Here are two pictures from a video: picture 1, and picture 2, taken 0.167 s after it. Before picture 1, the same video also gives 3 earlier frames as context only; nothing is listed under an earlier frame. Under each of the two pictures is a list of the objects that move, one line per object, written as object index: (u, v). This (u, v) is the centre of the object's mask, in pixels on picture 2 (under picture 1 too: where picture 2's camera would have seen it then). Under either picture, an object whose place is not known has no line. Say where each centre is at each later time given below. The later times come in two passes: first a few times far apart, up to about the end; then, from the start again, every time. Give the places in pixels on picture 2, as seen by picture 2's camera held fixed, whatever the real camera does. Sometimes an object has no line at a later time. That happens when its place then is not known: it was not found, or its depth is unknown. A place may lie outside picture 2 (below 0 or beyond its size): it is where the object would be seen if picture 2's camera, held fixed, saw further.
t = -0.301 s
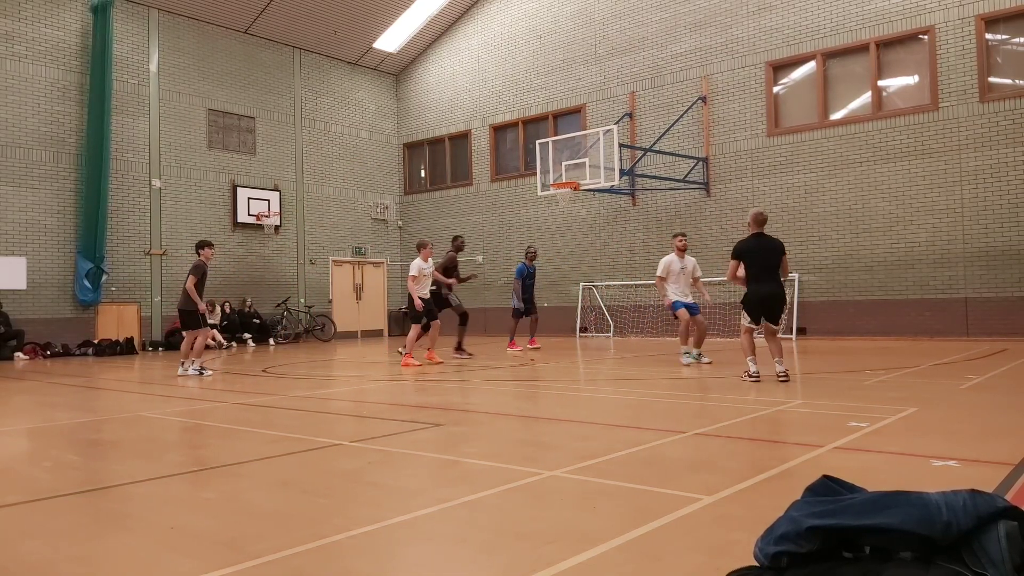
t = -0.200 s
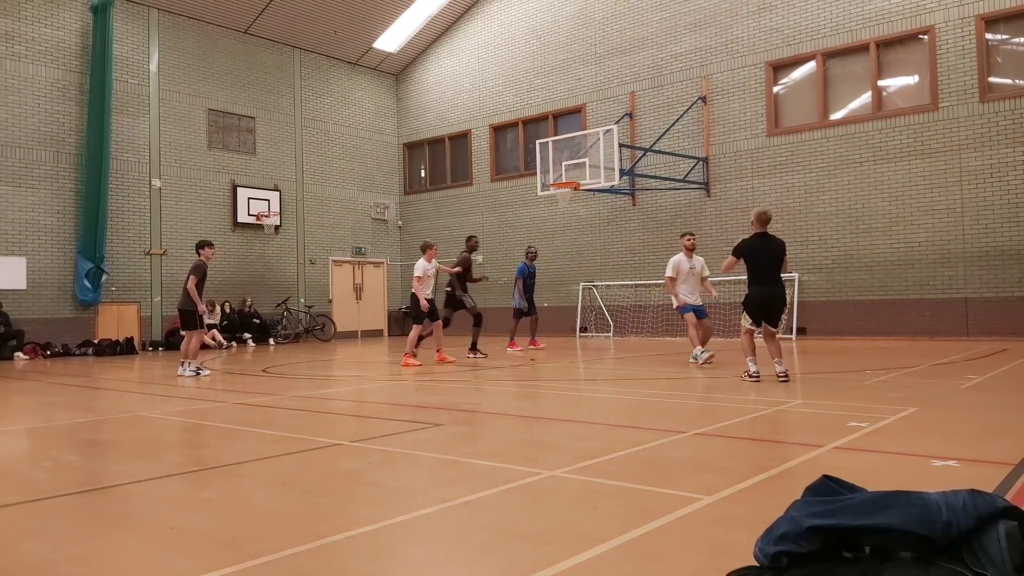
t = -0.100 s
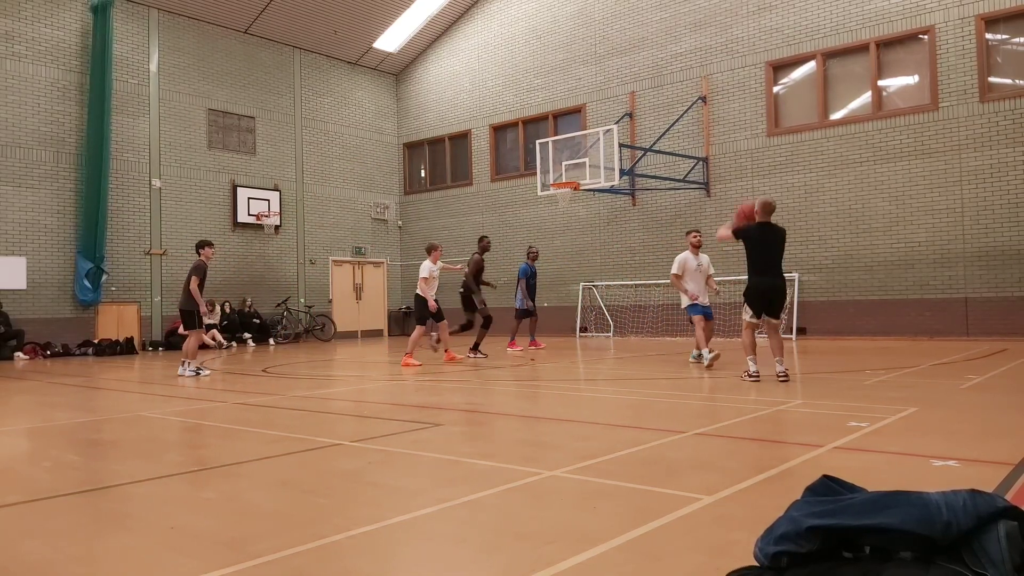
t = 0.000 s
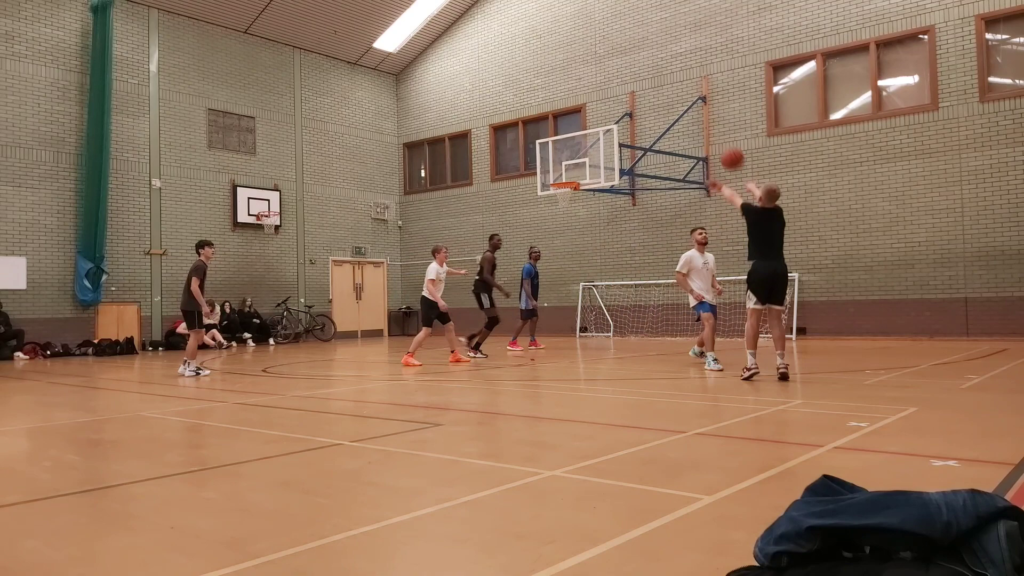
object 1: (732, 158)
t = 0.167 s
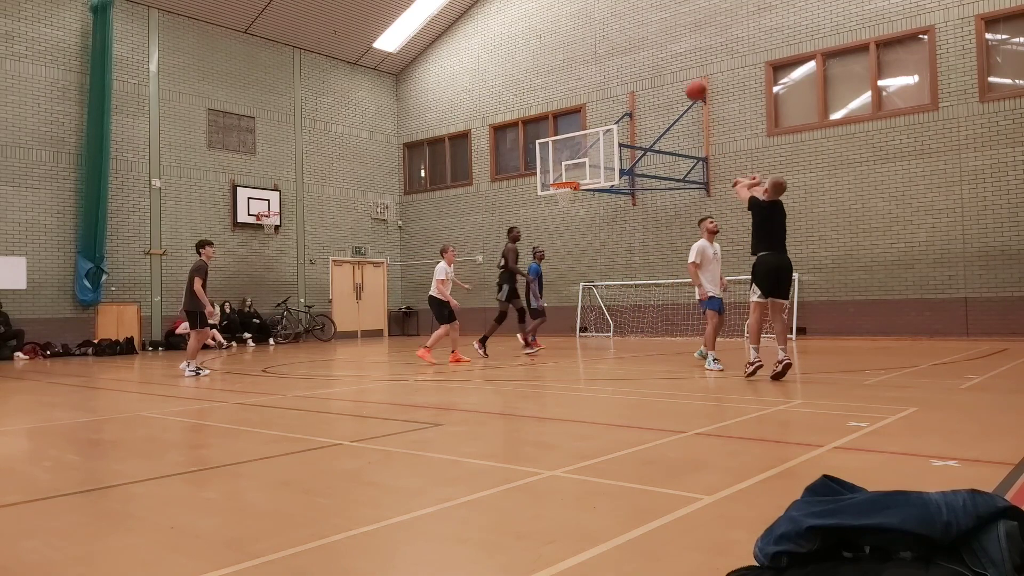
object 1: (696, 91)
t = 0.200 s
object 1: (689, 82)
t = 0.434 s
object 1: (653, 48)
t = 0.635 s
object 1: (628, 53)
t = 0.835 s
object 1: (607, 82)
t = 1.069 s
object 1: (588, 140)
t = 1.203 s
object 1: (578, 182)
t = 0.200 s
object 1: (689, 82)
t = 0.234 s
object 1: (683, 73)
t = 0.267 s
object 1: (678, 66)
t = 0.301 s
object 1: (672, 61)
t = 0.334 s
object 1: (667, 56)
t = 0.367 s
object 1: (662, 53)
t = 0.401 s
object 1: (657, 50)
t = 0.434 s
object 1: (653, 48)
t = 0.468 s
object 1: (648, 47)
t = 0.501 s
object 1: (644, 47)
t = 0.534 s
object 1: (640, 47)
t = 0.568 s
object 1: (635, 49)
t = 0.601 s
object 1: (631, 51)
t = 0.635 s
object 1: (628, 53)
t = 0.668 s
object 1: (624, 56)
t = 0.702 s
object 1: (621, 60)
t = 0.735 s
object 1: (617, 65)
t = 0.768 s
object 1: (614, 70)
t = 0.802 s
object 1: (611, 76)
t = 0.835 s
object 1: (607, 82)
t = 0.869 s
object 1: (605, 89)
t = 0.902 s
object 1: (601, 96)
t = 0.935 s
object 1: (599, 104)
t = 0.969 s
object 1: (596, 112)
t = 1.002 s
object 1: (593, 120)
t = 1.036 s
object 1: (591, 130)
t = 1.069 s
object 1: (588, 140)
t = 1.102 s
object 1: (586, 150)
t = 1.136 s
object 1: (583, 160)
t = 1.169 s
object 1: (580, 170)
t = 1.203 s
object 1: (578, 182)
